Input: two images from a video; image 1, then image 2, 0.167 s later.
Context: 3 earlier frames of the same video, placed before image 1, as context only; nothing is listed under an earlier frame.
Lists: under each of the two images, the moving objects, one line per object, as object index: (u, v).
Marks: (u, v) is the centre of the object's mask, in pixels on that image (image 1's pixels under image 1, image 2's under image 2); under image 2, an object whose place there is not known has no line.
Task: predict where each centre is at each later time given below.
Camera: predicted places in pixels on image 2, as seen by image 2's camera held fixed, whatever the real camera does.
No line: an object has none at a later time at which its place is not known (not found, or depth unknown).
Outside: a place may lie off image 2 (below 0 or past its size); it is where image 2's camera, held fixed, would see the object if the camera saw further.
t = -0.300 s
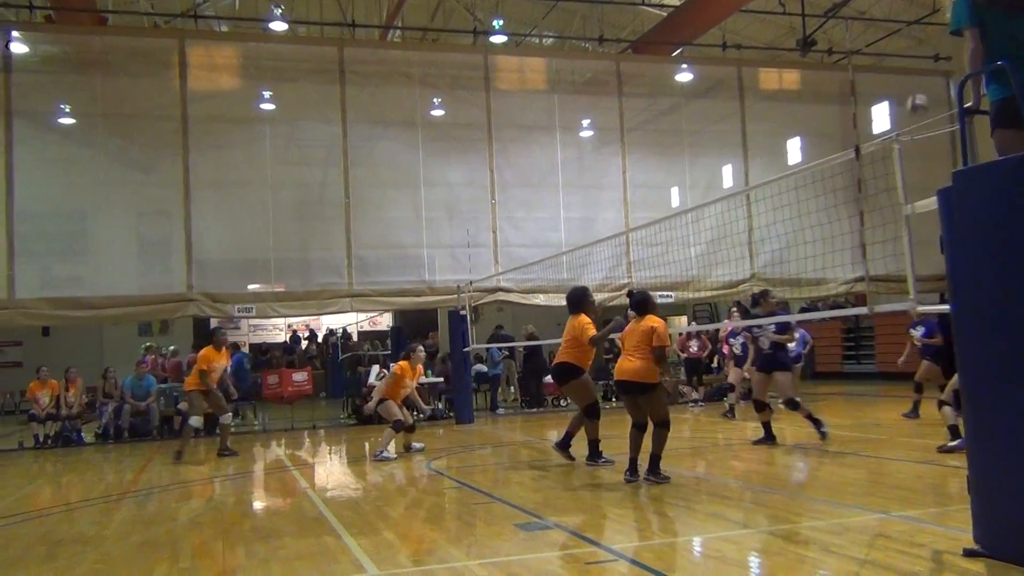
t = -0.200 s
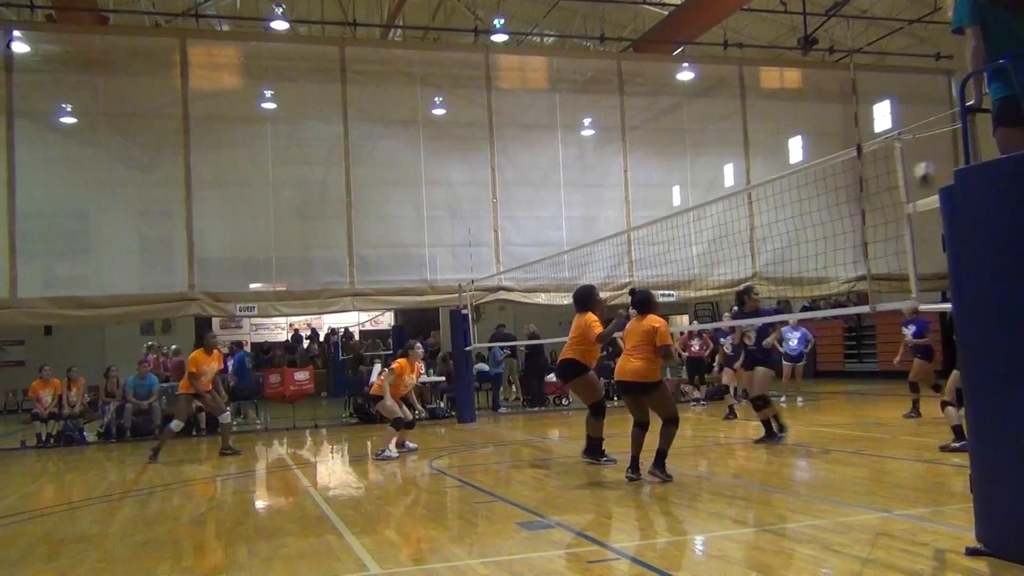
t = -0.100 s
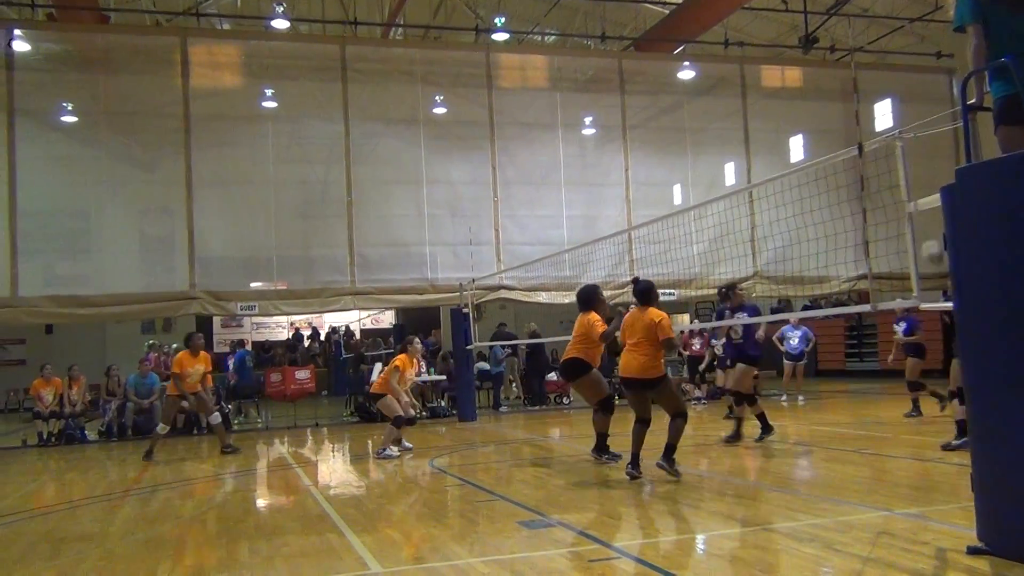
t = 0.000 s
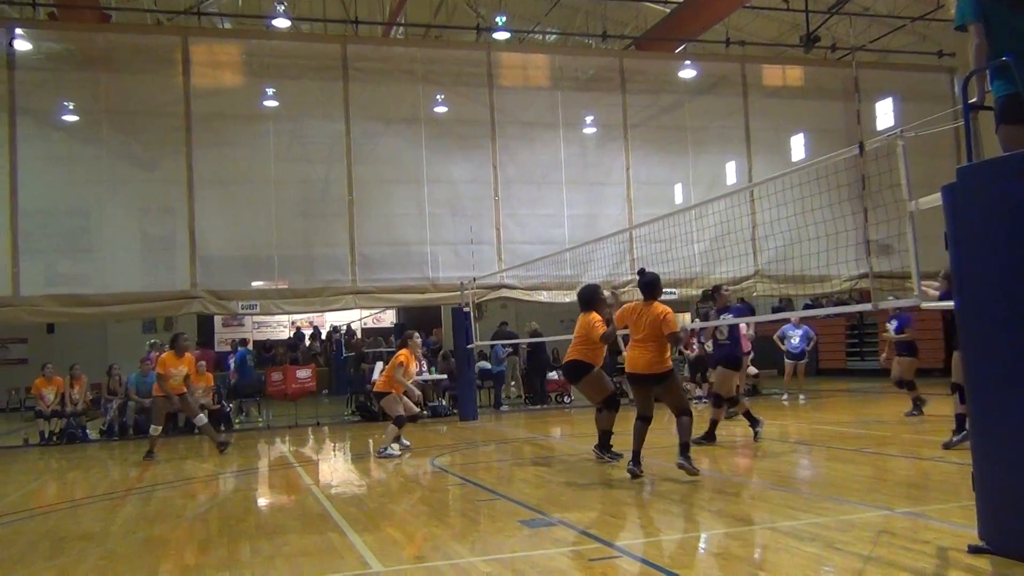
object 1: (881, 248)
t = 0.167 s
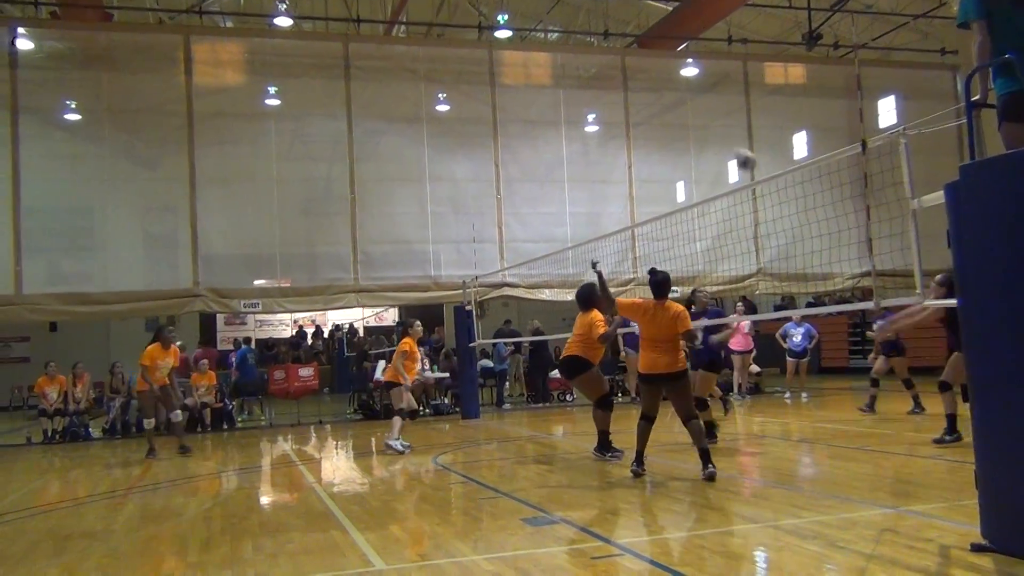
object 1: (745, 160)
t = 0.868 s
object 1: (221, 116)
